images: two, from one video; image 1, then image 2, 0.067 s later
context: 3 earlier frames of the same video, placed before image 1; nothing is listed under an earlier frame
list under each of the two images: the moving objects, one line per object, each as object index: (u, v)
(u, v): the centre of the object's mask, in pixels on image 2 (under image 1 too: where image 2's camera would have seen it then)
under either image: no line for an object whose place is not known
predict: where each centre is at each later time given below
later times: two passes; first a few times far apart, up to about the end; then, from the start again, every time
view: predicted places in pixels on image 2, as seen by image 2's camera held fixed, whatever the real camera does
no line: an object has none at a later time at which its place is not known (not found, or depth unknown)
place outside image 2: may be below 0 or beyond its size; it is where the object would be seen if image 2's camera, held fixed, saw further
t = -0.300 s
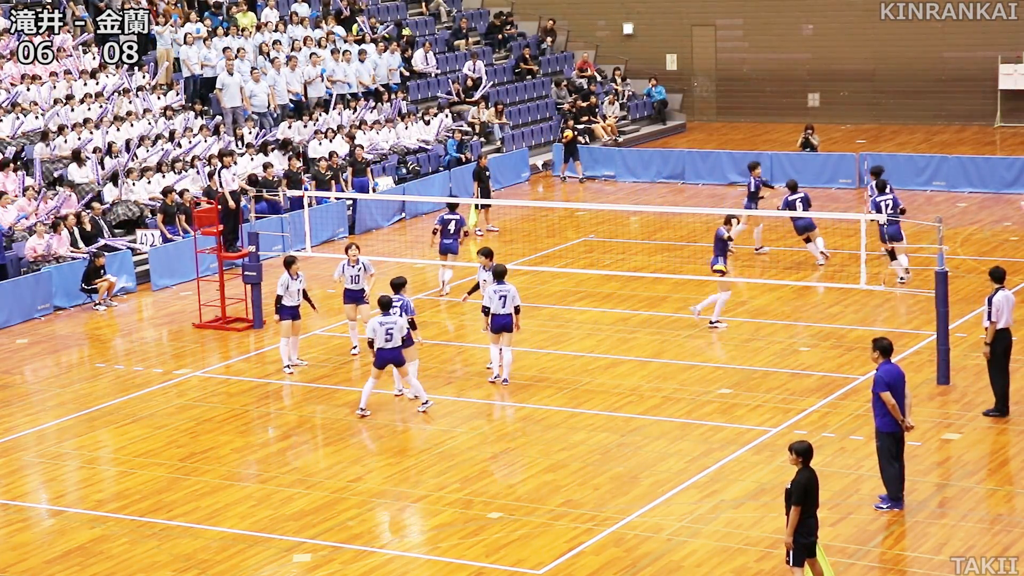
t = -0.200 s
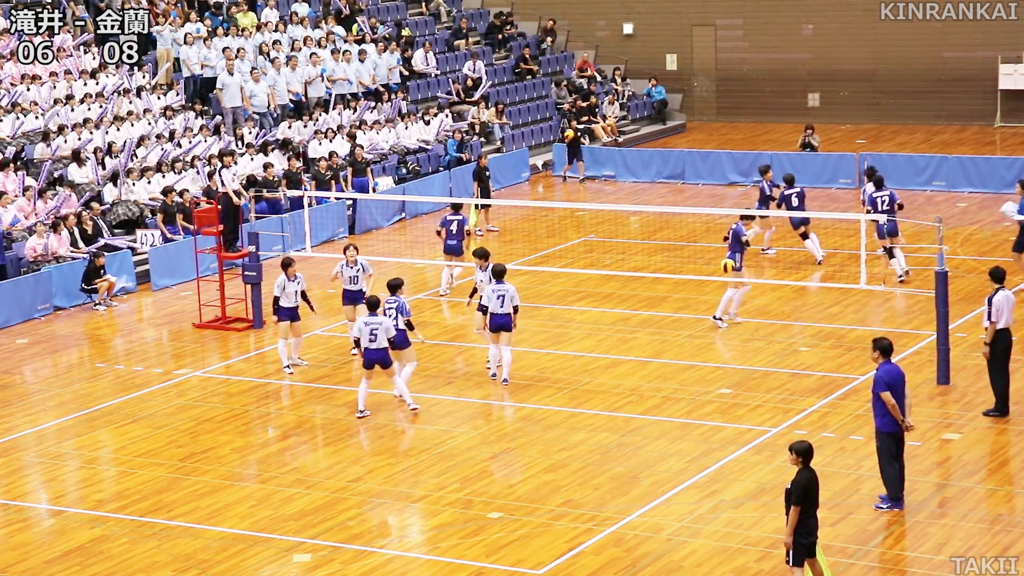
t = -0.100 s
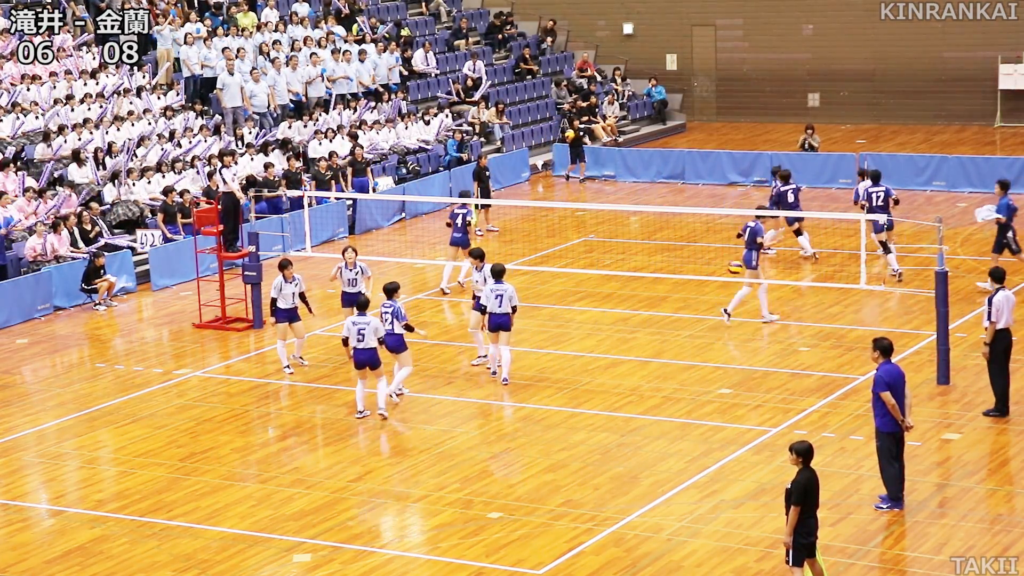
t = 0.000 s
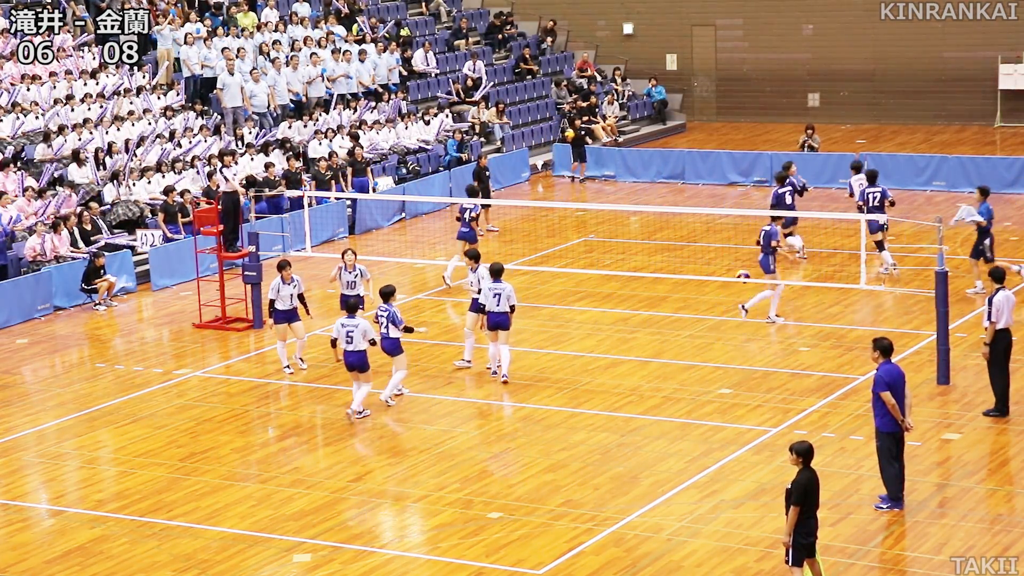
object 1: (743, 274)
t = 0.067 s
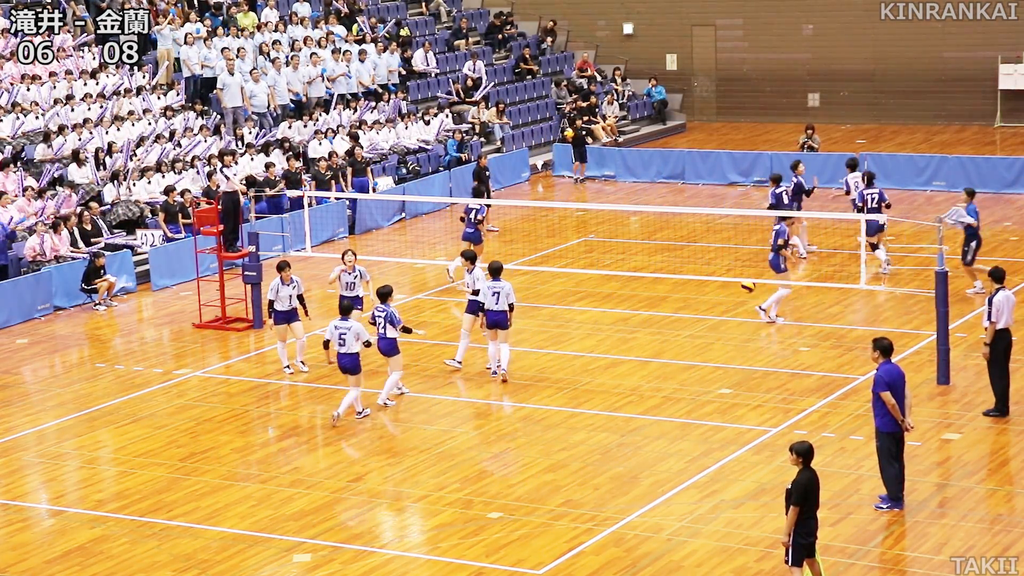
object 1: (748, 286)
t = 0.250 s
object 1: (762, 327)
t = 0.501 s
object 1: (781, 310)
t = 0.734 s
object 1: (801, 299)
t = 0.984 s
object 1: (821, 327)
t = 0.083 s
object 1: (749, 288)
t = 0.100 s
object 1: (751, 291)
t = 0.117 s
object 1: (752, 294)
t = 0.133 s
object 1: (753, 298)
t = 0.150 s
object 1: (754, 301)
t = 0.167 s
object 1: (756, 305)
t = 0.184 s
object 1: (757, 309)
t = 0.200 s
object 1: (758, 313)
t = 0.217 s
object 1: (759, 317)
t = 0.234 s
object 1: (760, 322)
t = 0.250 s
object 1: (762, 327)
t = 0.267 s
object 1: (763, 331)
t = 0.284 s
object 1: (764, 336)
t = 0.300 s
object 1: (766, 342)
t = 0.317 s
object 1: (767, 344)
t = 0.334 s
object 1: (769, 339)
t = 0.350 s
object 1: (770, 335)
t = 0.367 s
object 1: (771, 332)
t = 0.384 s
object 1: (773, 327)
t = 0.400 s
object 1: (774, 324)
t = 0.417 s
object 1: (775, 320)
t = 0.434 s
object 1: (776, 319)
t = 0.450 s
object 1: (778, 316)
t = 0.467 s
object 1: (779, 314)
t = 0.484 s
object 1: (780, 312)
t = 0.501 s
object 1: (781, 310)
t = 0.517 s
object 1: (783, 308)
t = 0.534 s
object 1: (784, 306)
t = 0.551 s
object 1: (785, 304)
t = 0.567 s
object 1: (787, 303)
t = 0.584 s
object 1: (788, 302)
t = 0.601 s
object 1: (790, 301)
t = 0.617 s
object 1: (791, 300)
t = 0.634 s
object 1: (792, 299)
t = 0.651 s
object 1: (794, 298)
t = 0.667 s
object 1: (795, 297)
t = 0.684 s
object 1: (796, 297)
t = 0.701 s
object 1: (798, 297)
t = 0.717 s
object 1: (799, 298)
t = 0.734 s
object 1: (801, 299)
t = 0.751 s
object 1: (802, 299)
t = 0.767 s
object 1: (803, 300)
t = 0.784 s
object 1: (805, 301)
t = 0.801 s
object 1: (805, 302)
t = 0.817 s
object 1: (807, 304)
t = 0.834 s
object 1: (808, 305)
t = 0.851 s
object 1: (810, 307)
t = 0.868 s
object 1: (811, 309)
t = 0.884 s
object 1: (812, 311)
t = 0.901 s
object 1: (814, 313)
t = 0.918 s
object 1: (815, 316)
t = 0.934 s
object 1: (817, 318)
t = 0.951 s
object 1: (818, 321)
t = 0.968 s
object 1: (819, 324)
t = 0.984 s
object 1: (821, 327)
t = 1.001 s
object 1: (822, 331)
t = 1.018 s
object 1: (823, 334)
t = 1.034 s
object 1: (824, 338)
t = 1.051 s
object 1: (826, 342)
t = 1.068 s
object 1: (827, 346)
